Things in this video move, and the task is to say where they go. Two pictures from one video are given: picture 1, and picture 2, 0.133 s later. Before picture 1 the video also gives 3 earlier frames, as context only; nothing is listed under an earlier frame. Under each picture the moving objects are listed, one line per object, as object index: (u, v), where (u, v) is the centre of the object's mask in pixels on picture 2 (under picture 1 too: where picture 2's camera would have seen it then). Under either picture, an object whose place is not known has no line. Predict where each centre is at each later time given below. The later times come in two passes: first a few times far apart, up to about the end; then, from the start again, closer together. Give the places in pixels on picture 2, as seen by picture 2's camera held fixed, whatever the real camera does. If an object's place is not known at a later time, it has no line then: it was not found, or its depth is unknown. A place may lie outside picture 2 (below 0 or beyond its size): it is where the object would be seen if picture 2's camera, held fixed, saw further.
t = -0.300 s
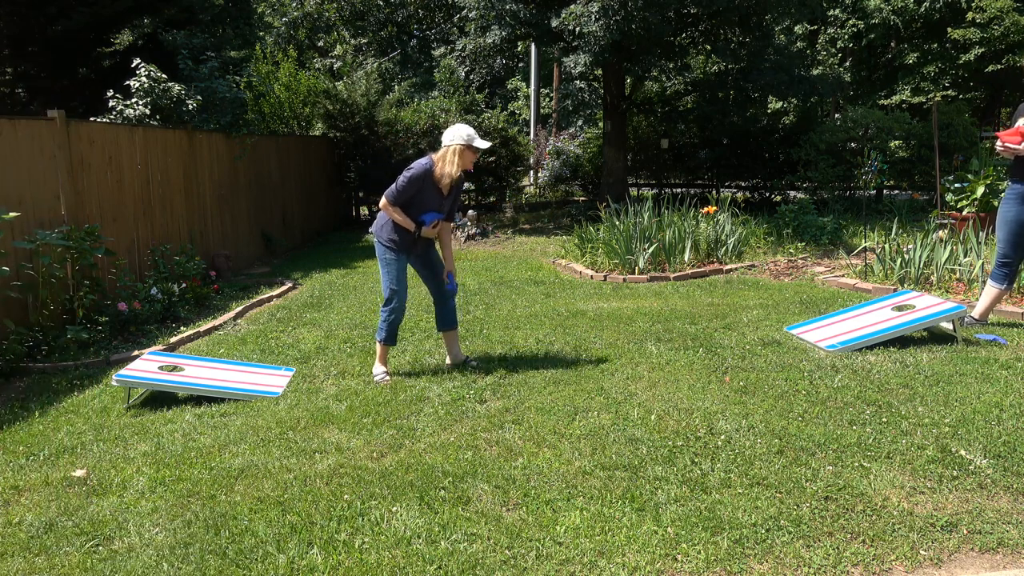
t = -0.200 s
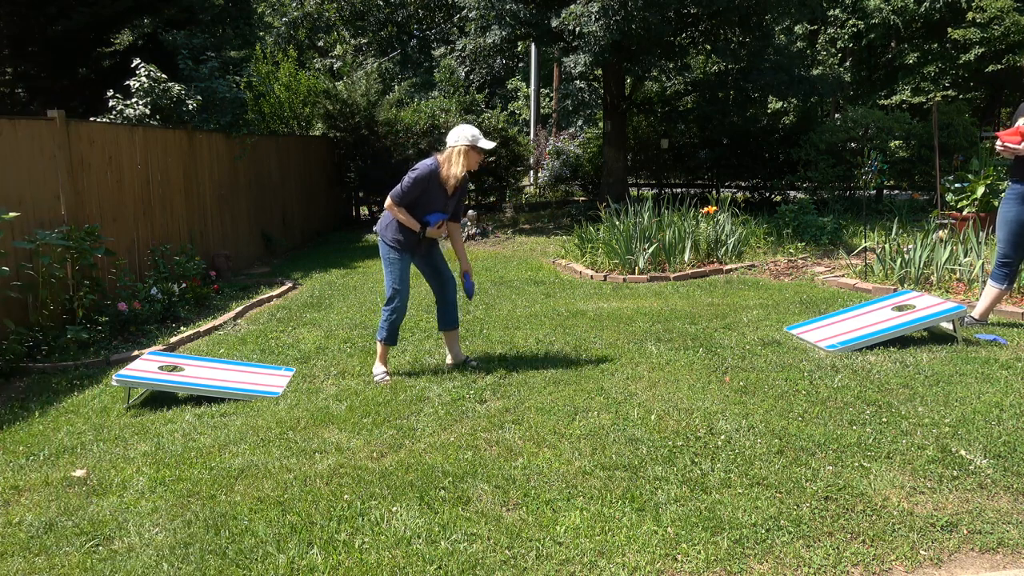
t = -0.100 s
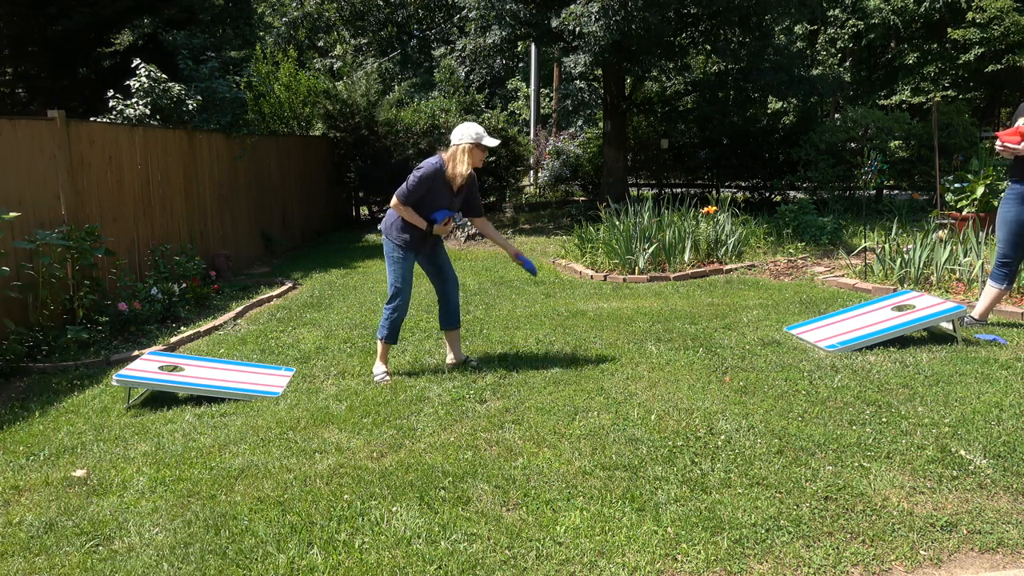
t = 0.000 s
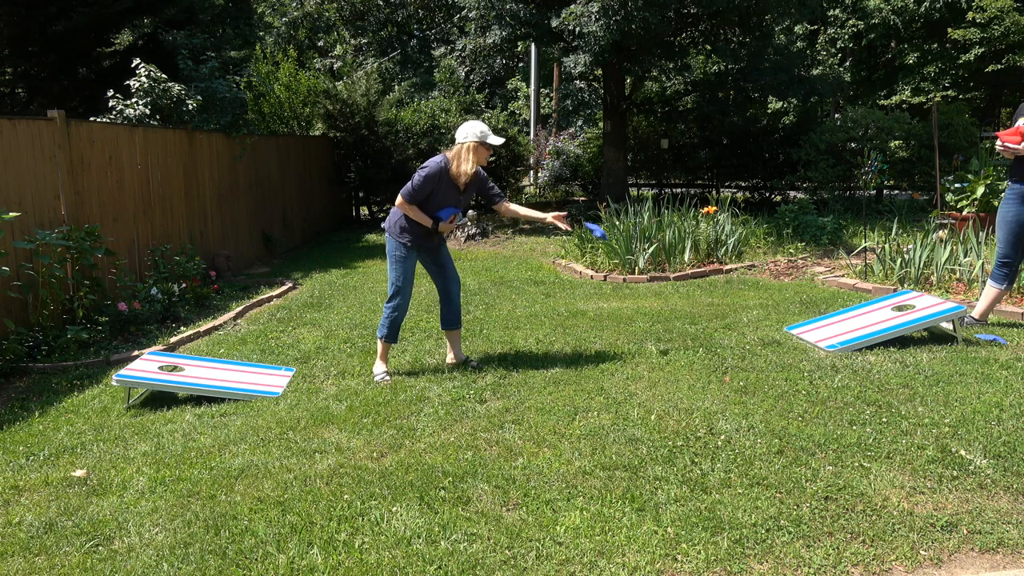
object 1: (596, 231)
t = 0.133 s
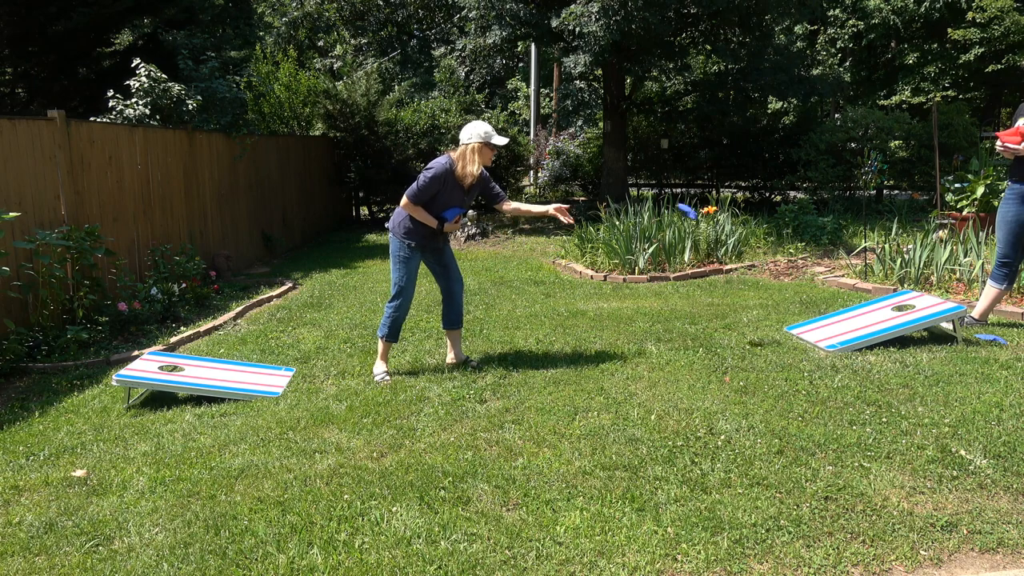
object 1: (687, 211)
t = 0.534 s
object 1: (911, 302)
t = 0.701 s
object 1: (902, 307)
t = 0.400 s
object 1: (855, 260)
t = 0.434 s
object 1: (875, 273)
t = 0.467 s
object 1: (894, 289)
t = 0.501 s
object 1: (910, 302)
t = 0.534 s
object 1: (911, 302)
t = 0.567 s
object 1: (911, 302)
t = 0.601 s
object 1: (909, 302)
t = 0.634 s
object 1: (907, 304)
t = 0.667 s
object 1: (904, 305)
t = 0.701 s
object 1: (902, 307)
